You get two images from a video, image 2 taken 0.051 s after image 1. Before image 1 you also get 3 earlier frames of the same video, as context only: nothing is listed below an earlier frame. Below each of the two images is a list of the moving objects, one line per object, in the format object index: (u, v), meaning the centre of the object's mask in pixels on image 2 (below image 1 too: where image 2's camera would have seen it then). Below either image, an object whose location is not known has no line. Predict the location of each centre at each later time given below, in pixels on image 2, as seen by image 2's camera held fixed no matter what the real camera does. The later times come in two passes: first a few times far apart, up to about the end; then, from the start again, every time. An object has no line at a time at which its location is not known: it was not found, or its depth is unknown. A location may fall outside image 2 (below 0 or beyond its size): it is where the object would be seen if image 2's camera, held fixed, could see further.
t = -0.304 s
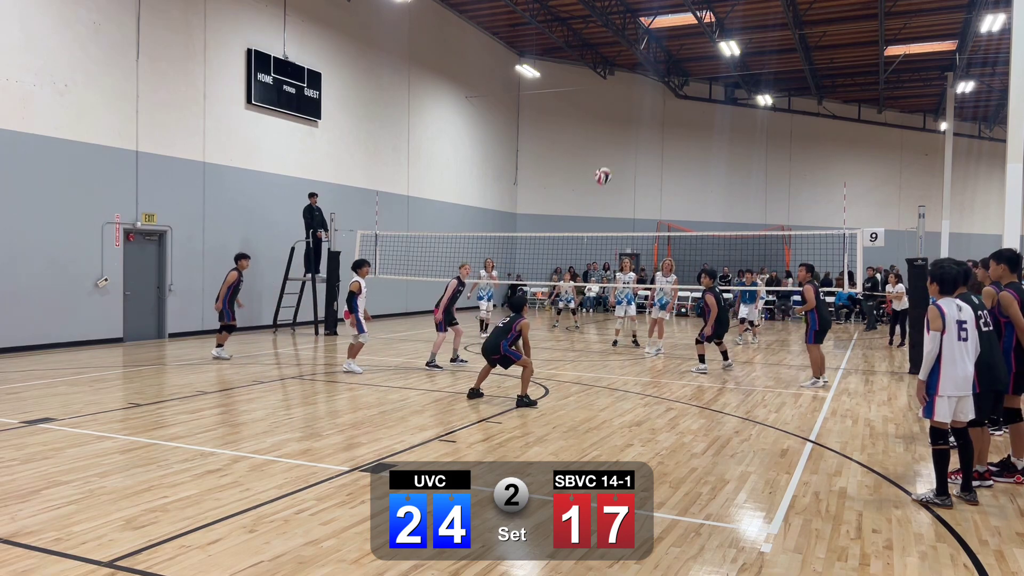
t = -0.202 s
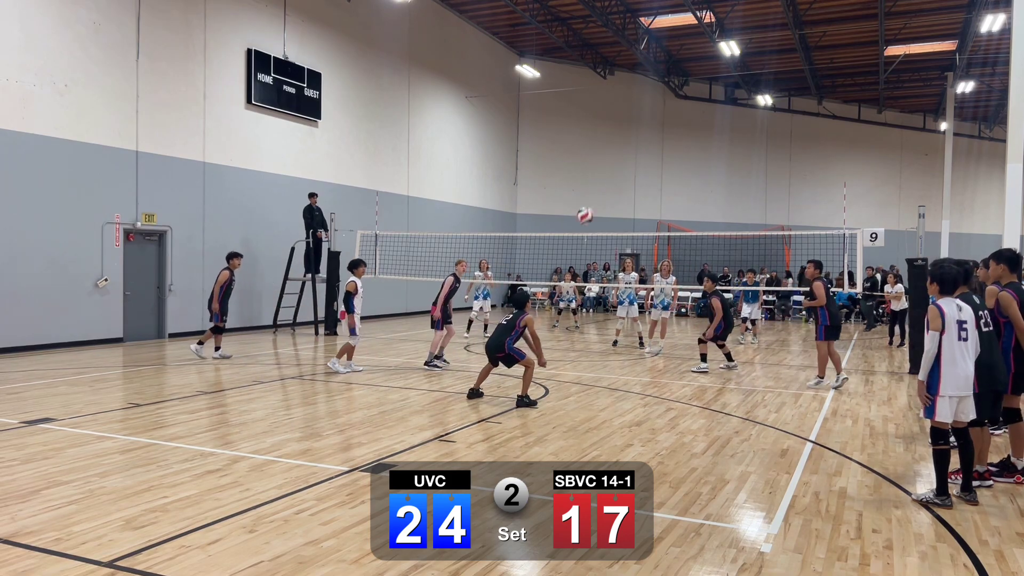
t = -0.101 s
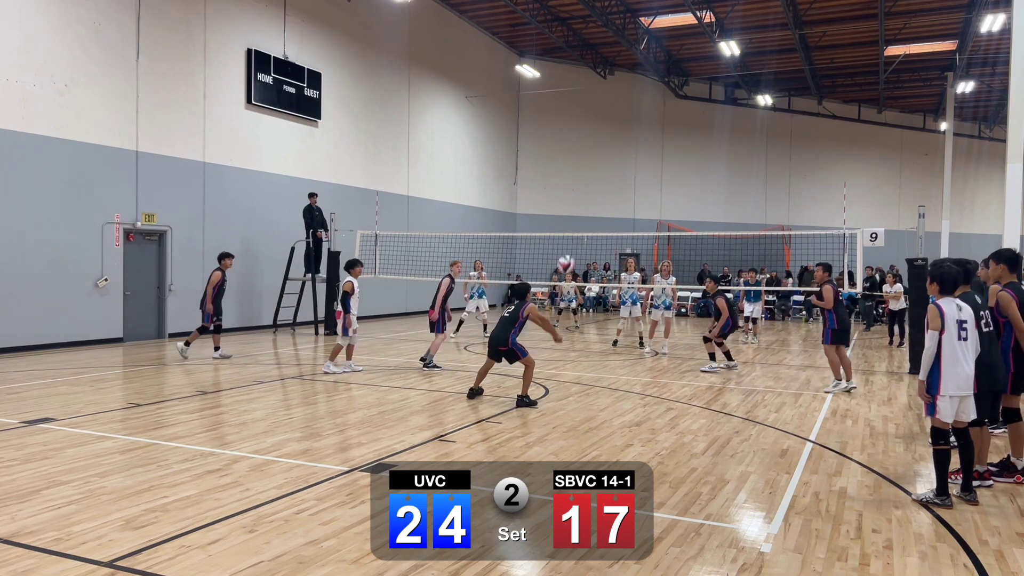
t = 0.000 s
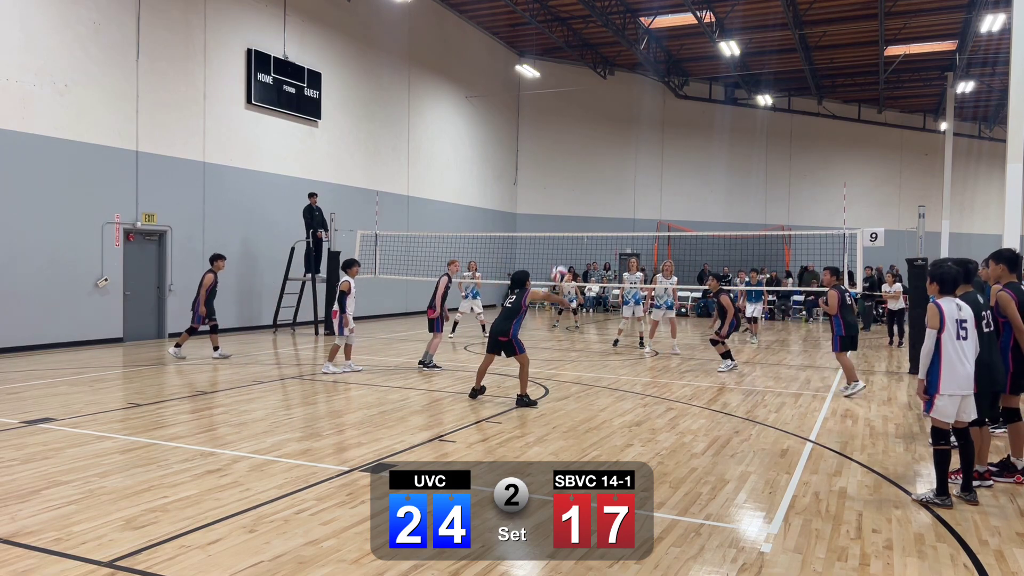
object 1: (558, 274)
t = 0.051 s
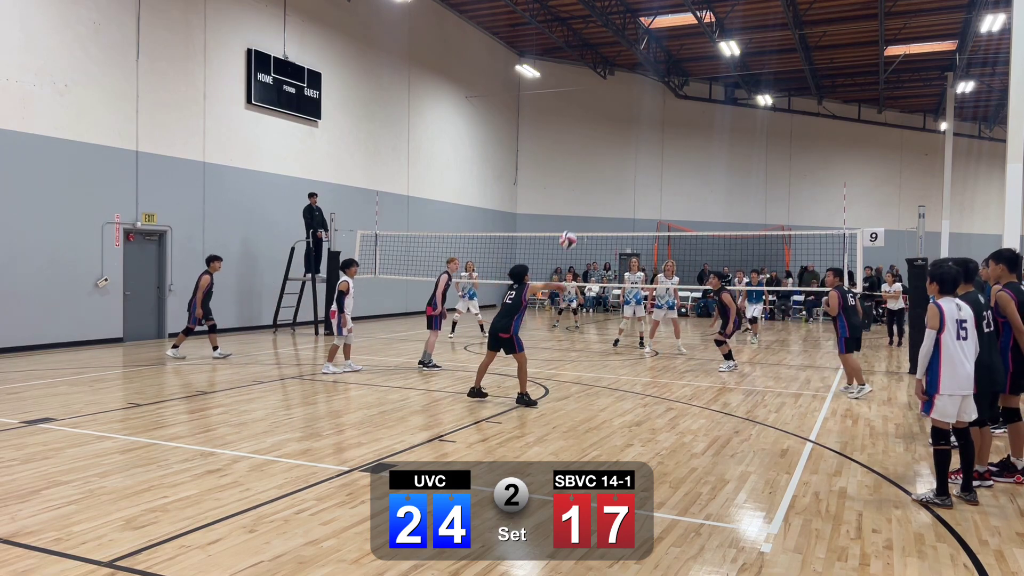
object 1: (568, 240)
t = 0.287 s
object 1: (608, 112)
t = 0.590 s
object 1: (654, 28)
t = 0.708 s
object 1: (671, 16)
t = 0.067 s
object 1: (571, 229)
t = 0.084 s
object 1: (574, 218)
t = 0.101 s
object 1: (577, 208)
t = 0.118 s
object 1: (580, 197)
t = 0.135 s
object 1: (582, 188)
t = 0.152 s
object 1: (585, 178)
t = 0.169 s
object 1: (588, 169)
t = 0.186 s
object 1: (591, 160)
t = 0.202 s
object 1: (594, 151)
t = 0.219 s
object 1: (597, 143)
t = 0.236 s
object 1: (599, 135)
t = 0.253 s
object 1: (602, 127)
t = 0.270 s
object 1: (605, 119)
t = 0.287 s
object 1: (608, 112)
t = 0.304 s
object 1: (610, 105)
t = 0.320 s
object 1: (613, 99)
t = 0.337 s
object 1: (616, 93)
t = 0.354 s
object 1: (619, 87)
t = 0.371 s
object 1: (621, 80)
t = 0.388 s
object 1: (624, 75)
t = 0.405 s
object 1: (626, 69)
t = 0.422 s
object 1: (629, 64)
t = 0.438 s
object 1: (632, 60)
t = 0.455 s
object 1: (634, 55)
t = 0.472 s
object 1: (637, 51)
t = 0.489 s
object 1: (640, 47)
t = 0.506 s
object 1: (642, 43)
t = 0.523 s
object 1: (644, 40)
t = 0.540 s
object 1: (647, 36)
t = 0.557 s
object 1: (649, 33)
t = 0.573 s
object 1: (652, 30)
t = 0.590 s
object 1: (654, 28)
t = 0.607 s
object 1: (656, 26)
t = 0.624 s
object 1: (659, 23)
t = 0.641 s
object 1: (661, 21)
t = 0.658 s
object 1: (664, 20)
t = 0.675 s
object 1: (666, 18)
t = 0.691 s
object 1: (668, 17)
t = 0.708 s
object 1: (671, 16)
